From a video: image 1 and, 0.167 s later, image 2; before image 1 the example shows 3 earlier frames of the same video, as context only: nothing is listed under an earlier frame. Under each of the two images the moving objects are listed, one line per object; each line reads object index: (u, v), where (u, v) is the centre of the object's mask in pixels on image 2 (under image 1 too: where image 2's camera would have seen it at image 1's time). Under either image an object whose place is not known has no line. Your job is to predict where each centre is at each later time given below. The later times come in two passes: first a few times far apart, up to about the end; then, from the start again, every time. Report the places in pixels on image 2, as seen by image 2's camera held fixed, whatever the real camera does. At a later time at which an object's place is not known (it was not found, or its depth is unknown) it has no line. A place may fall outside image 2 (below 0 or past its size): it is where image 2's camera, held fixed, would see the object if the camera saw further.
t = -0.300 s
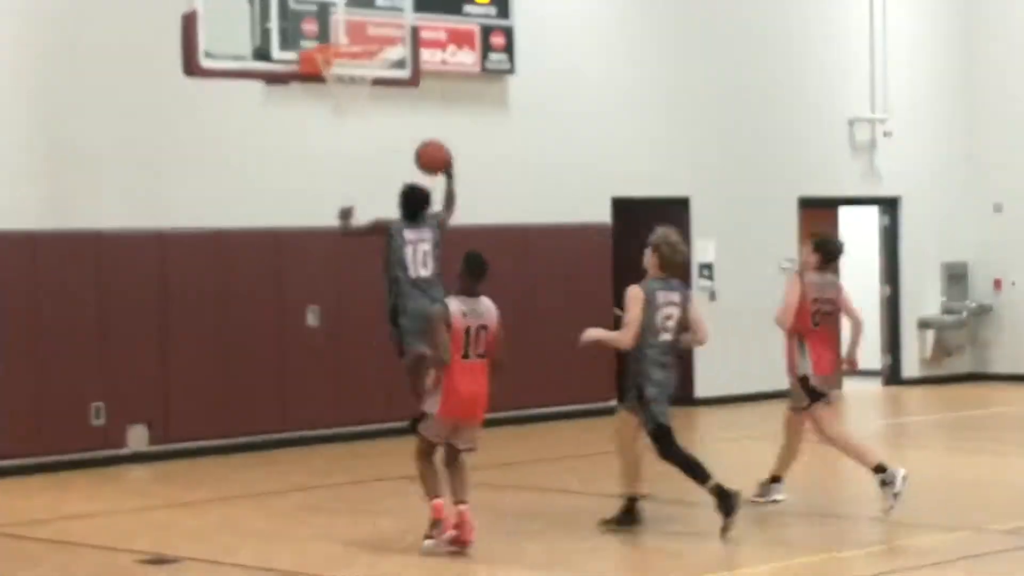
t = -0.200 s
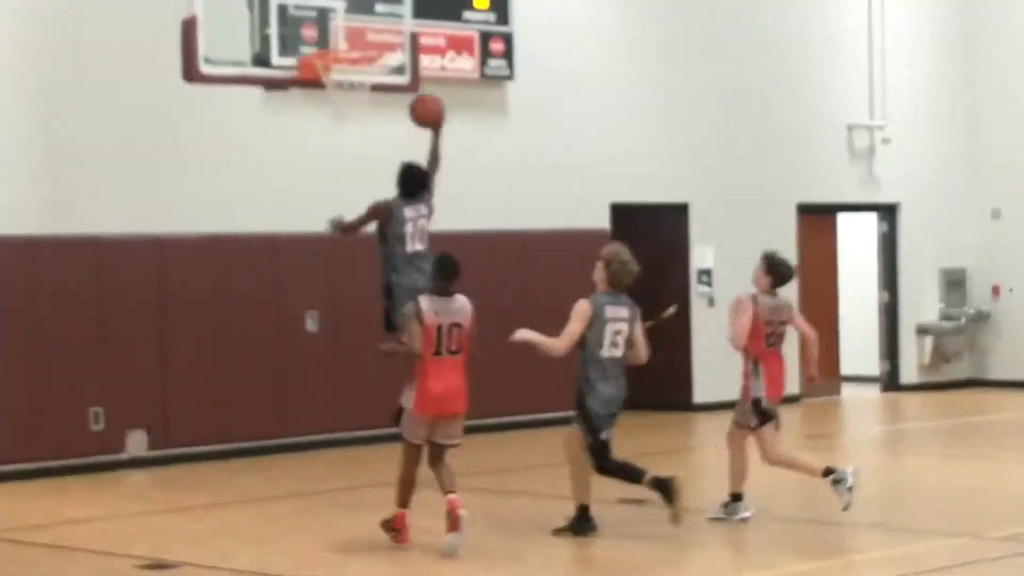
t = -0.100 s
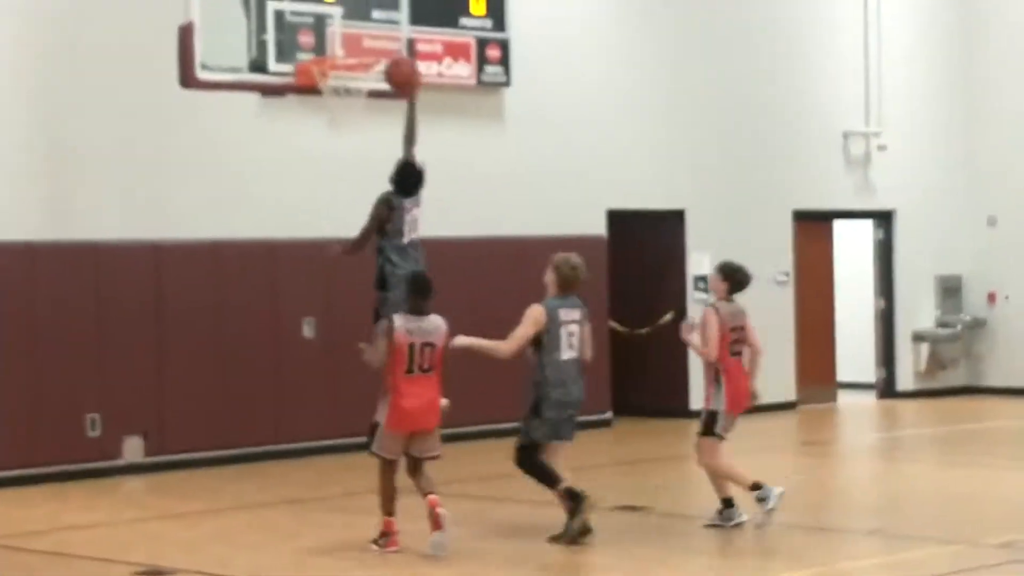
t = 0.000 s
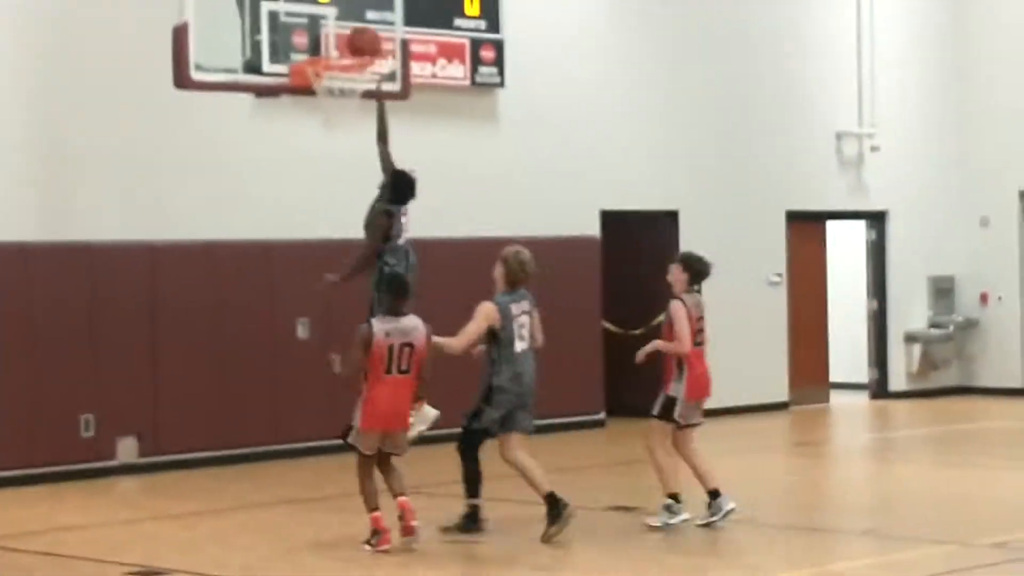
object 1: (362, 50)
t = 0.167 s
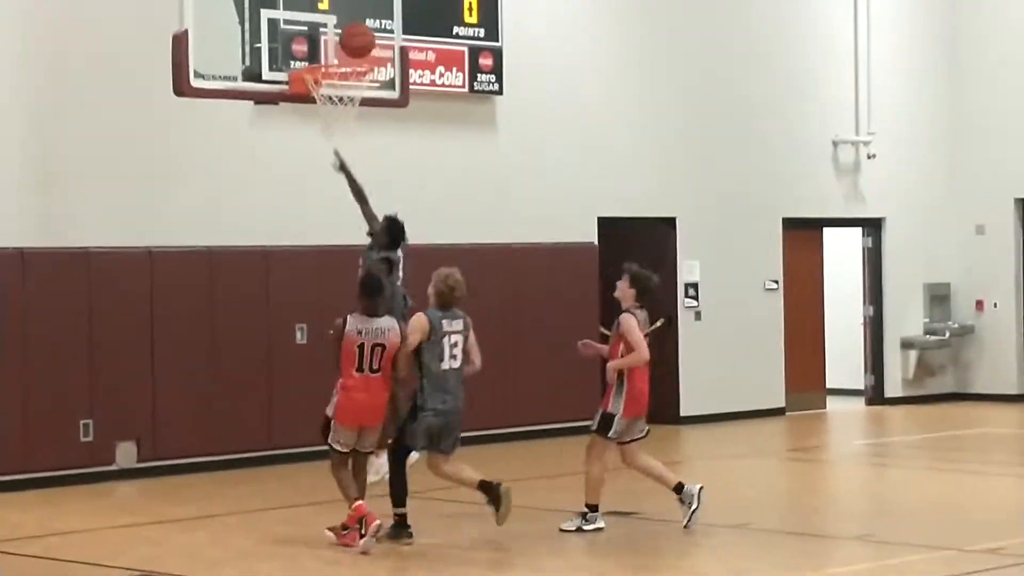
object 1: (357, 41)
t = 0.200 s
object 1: (359, 44)
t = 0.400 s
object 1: (353, 49)
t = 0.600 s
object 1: (335, 71)
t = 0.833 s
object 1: (324, 116)
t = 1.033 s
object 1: (339, 180)
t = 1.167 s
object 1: (351, 254)
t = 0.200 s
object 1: (359, 44)
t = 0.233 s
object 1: (361, 48)
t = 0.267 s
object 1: (362, 51)
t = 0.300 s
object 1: (360, 49)
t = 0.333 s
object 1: (358, 48)
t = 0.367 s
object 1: (355, 48)
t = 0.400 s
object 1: (353, 49)
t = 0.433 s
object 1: (352, 51)
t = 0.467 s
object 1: (350, 53)
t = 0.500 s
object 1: (348, 61)
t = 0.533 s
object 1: (342, 63)
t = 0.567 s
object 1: (338, 66)
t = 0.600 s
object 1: (335, 71)
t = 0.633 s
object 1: (330, 81)
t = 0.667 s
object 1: (327, 87)
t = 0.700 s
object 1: (323, 94)
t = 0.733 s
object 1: (321, 102)
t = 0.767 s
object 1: (320, 106)
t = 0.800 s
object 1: (322, 113)
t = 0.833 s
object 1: (324, 116)
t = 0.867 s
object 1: (326, 122)
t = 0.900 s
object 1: (329, 131)
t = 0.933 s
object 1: (332, 141)
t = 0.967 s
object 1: (334, 153)
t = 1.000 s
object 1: (337, 165)
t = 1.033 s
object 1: (339, 180)
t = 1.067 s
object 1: (342, 196)
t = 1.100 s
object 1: (345, 214)
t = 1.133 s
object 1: (346, 232)
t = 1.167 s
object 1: (351, 254)
